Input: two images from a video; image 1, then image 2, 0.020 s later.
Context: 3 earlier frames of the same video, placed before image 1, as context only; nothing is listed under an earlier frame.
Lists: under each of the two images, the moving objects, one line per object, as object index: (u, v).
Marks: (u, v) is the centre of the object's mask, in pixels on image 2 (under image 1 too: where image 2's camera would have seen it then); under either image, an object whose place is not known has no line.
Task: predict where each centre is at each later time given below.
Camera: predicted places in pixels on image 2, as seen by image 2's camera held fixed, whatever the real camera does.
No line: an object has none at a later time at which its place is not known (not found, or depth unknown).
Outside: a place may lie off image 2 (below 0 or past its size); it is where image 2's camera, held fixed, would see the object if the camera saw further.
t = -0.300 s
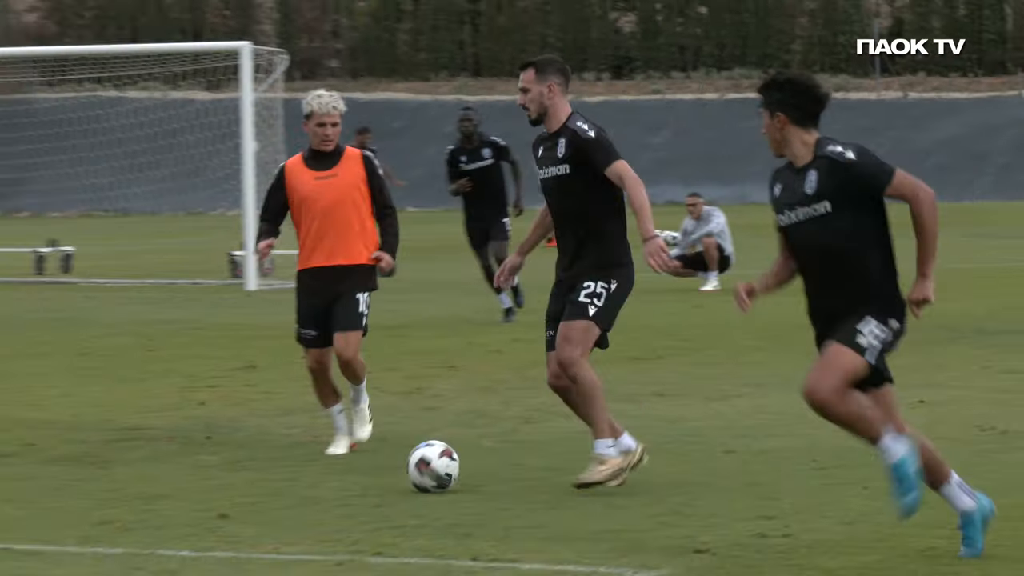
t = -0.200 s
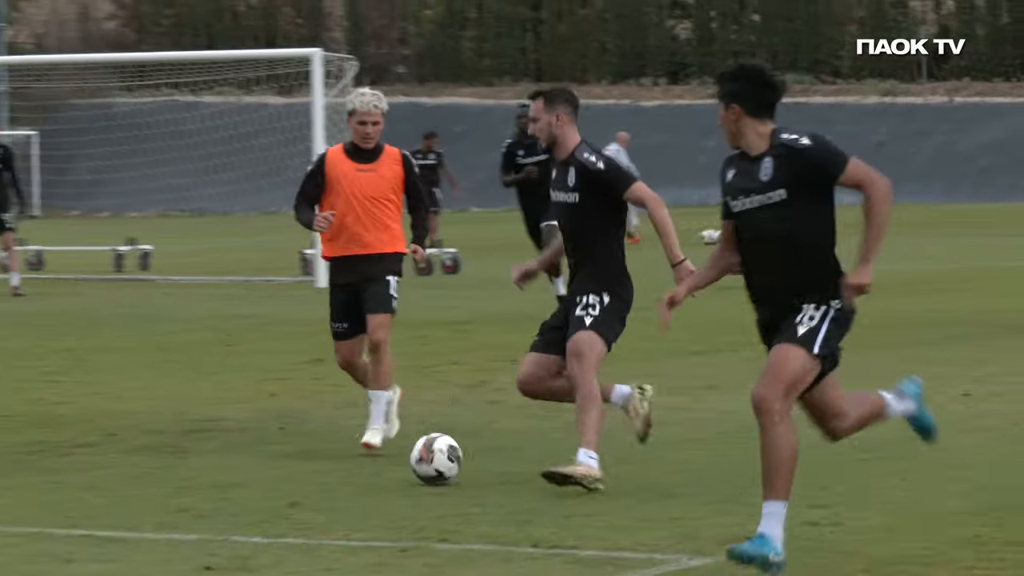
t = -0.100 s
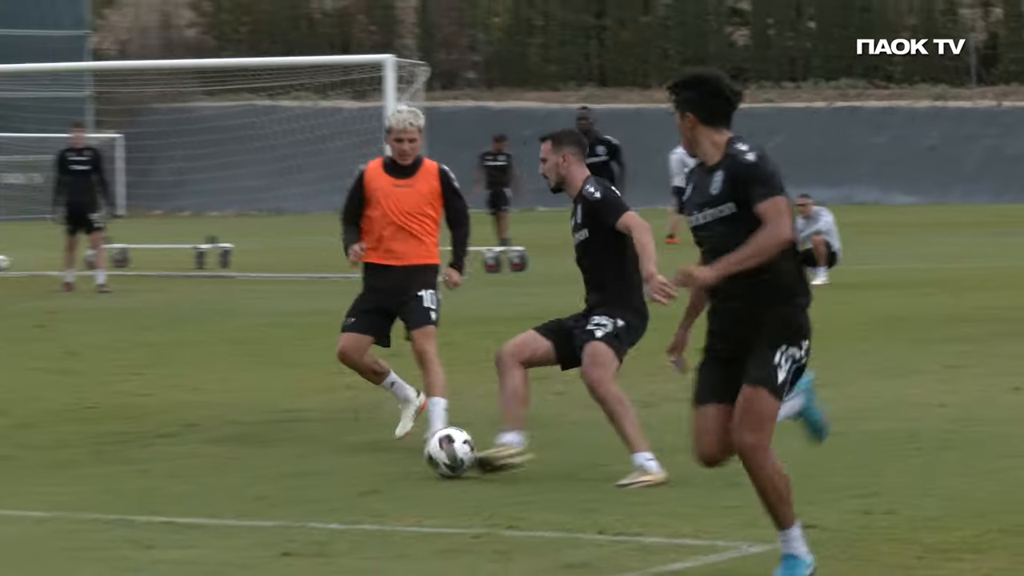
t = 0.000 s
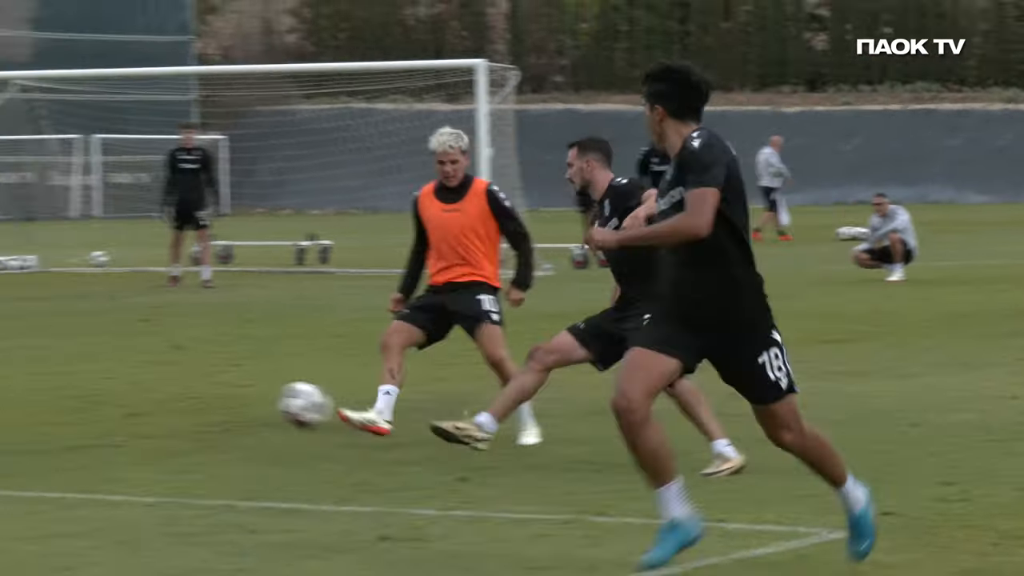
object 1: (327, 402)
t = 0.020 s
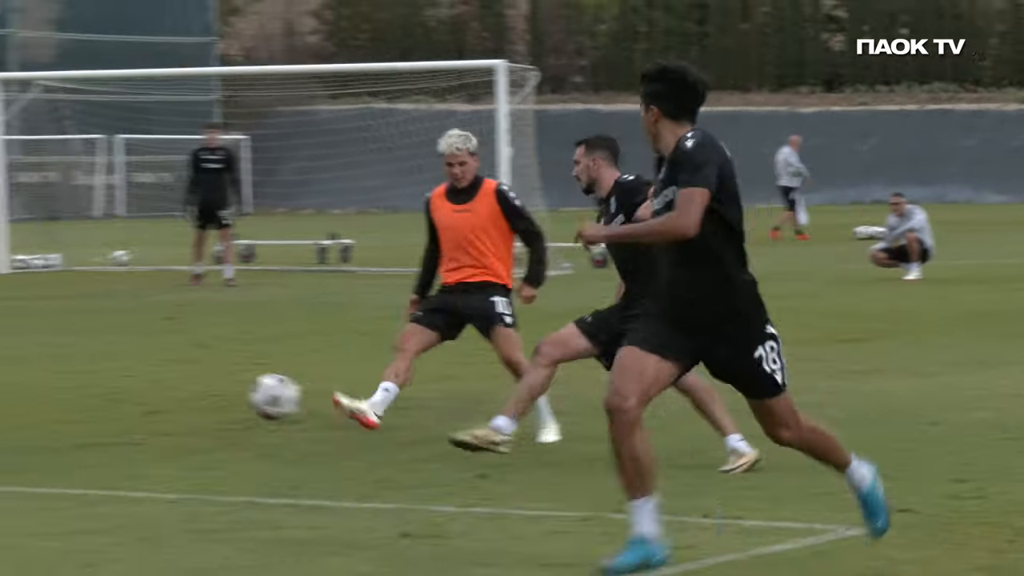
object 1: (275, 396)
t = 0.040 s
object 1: (225, 391)
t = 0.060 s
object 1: (175, 387)
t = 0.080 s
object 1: (128, 383)
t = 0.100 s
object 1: (80, 379)
